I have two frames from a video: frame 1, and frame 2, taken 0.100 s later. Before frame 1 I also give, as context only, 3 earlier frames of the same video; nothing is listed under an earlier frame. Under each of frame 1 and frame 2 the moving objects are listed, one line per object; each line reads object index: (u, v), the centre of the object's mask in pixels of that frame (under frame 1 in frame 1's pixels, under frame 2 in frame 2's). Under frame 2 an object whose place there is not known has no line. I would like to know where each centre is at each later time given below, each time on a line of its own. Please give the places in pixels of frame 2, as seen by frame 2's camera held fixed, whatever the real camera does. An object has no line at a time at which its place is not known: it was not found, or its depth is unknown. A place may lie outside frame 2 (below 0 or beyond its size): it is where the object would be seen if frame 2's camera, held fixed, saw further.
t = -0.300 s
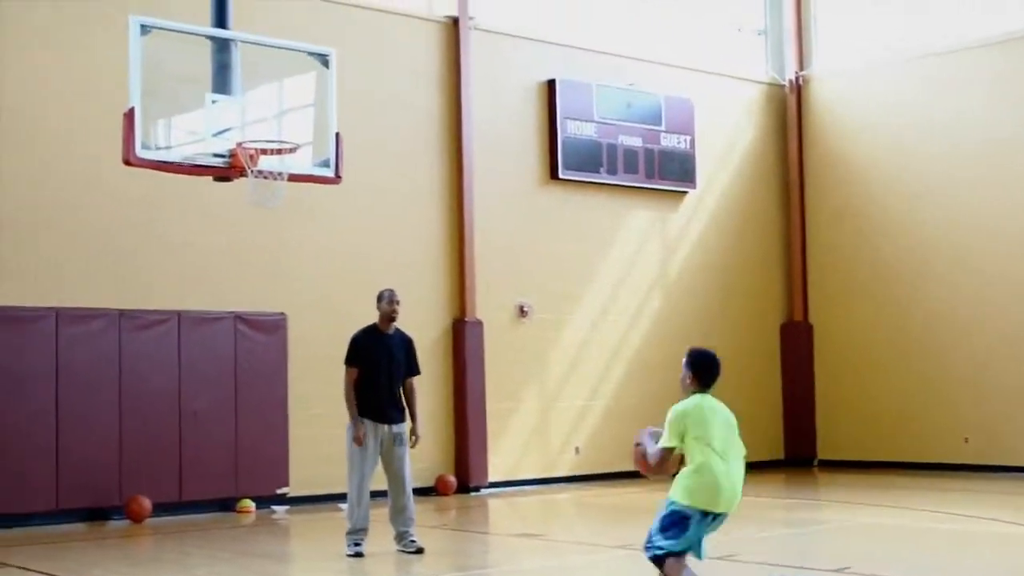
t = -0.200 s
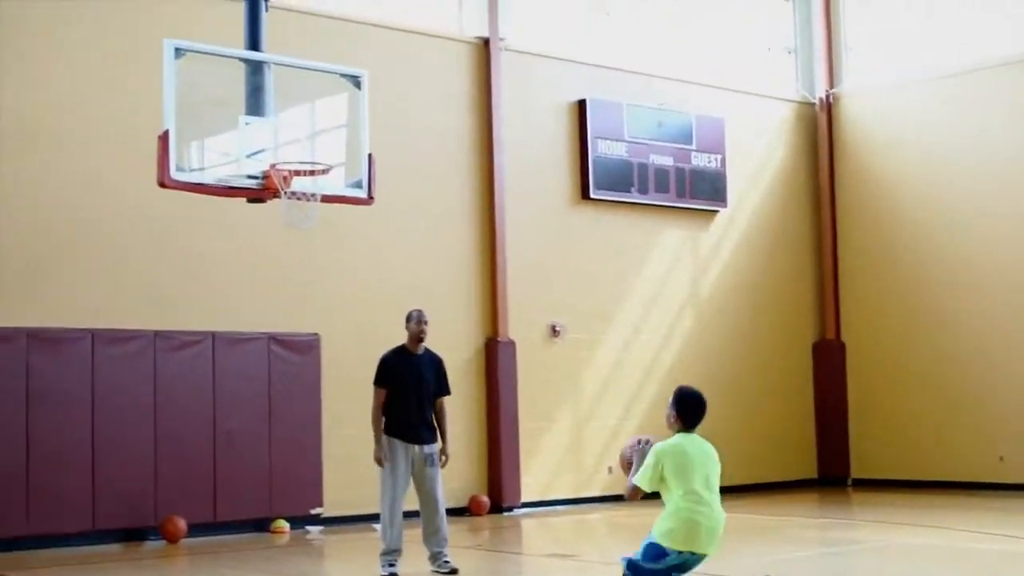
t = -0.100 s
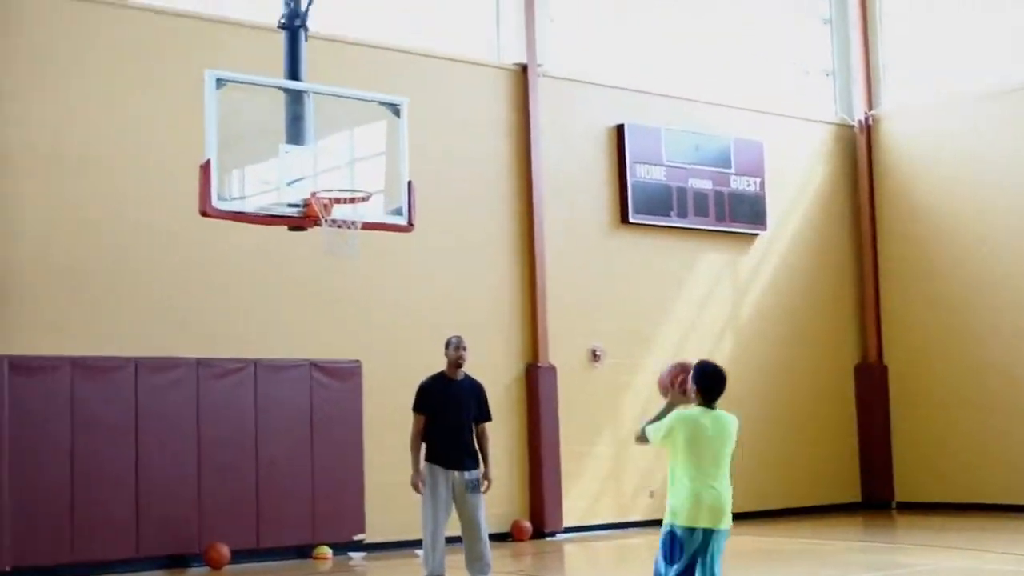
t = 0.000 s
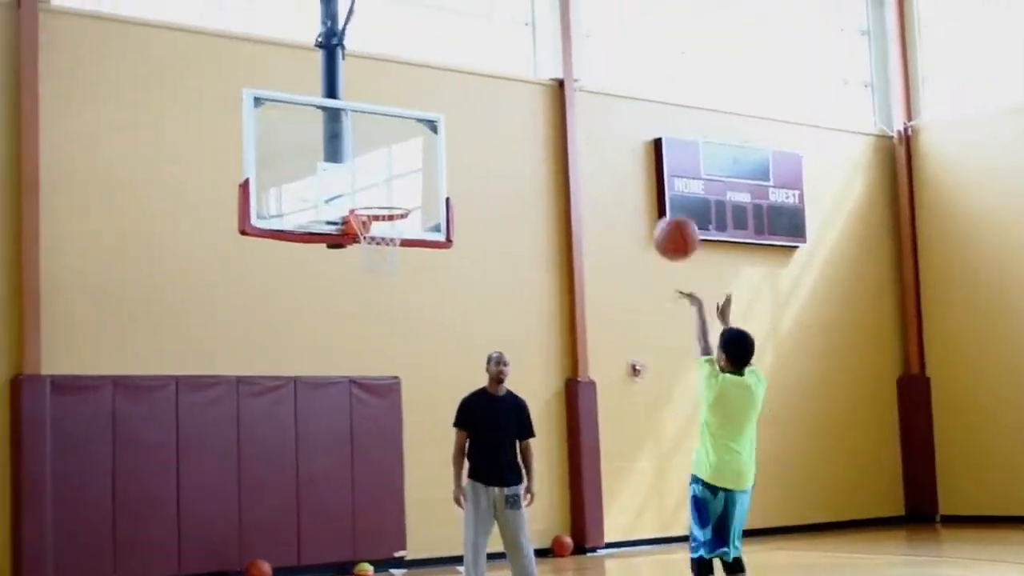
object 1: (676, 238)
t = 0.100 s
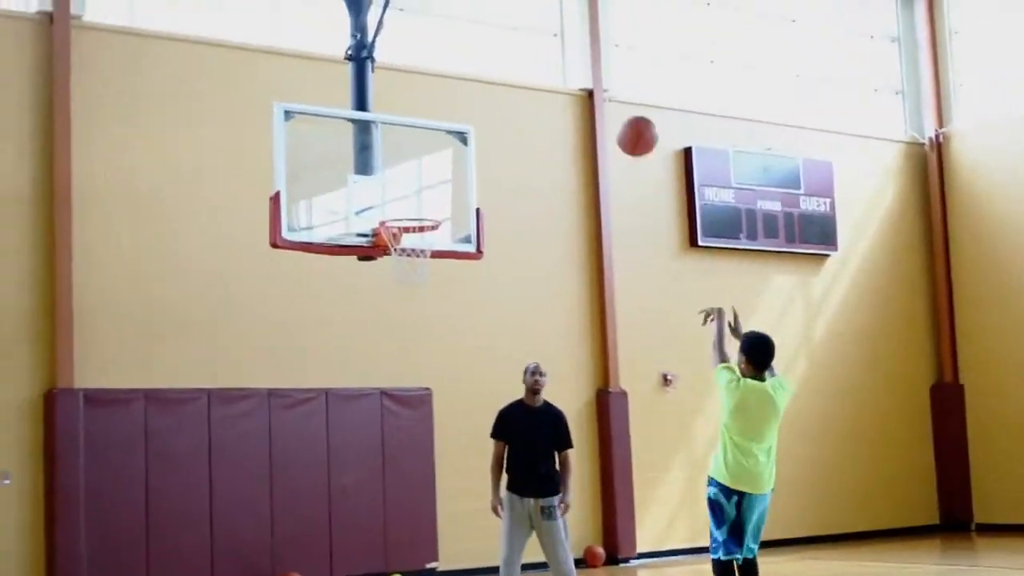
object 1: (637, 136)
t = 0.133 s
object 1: (617, 111)
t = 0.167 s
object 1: (598, 91)
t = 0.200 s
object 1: (580, 76)
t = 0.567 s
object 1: (434, 152)
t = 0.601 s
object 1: (424, 176)
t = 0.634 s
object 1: (415, 203)
